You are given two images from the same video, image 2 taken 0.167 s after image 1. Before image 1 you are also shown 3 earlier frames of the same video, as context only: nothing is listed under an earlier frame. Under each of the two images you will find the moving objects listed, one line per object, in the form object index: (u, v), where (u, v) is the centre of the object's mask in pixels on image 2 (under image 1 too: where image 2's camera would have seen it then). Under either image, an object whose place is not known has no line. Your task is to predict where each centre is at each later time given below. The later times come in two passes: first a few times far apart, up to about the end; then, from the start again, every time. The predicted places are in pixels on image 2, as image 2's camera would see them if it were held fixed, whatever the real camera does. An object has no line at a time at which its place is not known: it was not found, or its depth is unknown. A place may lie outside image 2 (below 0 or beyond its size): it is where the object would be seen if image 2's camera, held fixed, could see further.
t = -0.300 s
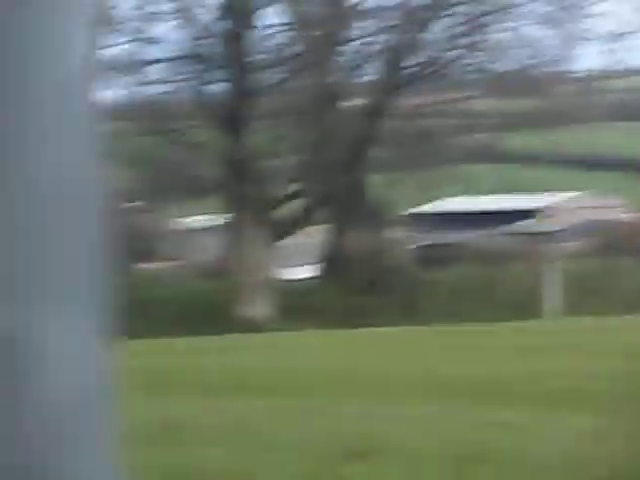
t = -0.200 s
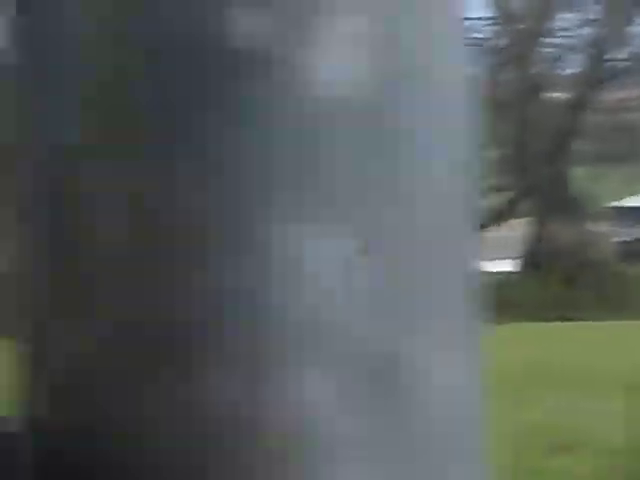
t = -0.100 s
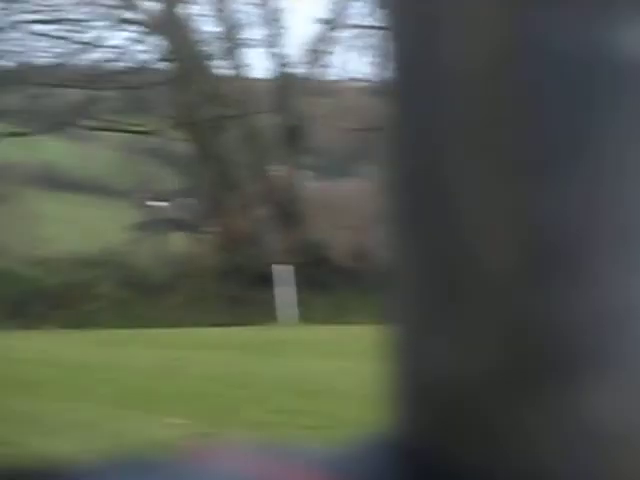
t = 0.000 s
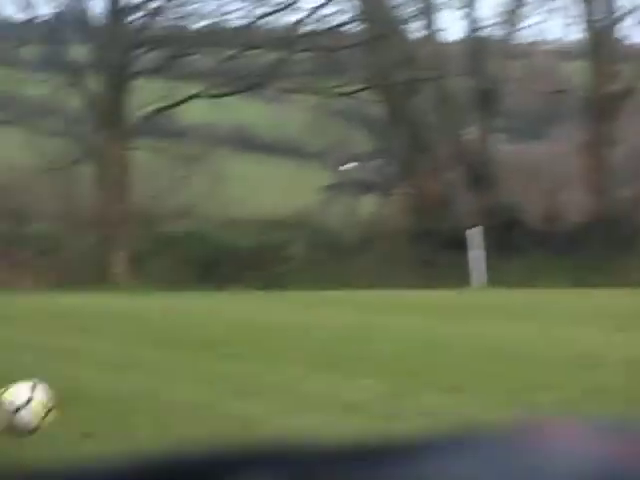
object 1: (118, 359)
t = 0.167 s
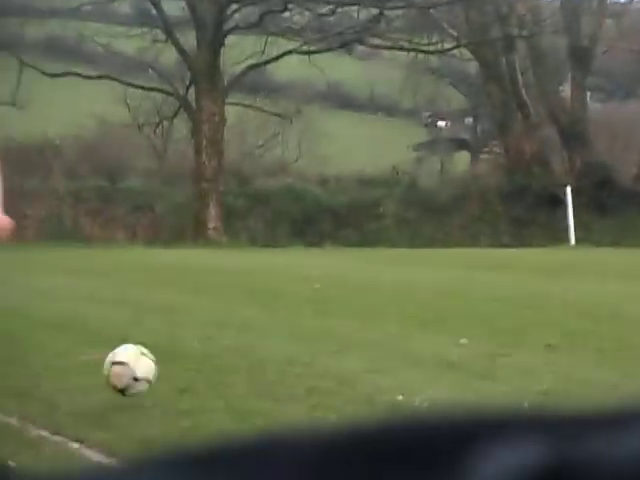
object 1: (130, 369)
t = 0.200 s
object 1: (133, 376)
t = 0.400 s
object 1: (107, 335)
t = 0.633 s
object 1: (79, 348)
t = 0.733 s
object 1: (67, 331)
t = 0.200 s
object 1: (133, 376)
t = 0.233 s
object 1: (132, 376)
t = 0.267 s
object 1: (130, 363)
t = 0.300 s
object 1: (122, 353)
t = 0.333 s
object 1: (118, 344)
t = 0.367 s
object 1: (113, 338)
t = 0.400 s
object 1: (107, 335)
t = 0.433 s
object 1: (105, 333)
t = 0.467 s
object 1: (102, 334)
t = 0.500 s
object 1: (97, 338)
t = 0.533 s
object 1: (93, 345)
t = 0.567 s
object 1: (89, 353)
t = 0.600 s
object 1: (85, 357)
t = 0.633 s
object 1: (79, 348)
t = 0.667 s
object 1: (74, 339)
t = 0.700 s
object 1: (70, 334)
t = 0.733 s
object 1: (67, 331)
